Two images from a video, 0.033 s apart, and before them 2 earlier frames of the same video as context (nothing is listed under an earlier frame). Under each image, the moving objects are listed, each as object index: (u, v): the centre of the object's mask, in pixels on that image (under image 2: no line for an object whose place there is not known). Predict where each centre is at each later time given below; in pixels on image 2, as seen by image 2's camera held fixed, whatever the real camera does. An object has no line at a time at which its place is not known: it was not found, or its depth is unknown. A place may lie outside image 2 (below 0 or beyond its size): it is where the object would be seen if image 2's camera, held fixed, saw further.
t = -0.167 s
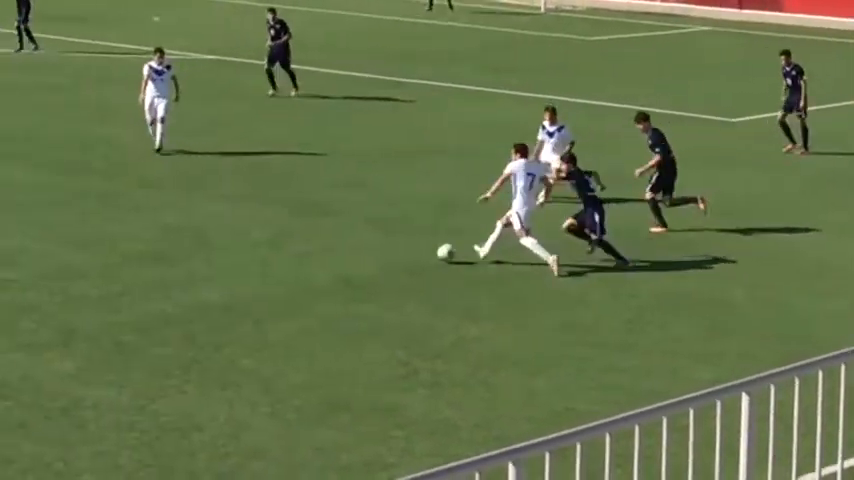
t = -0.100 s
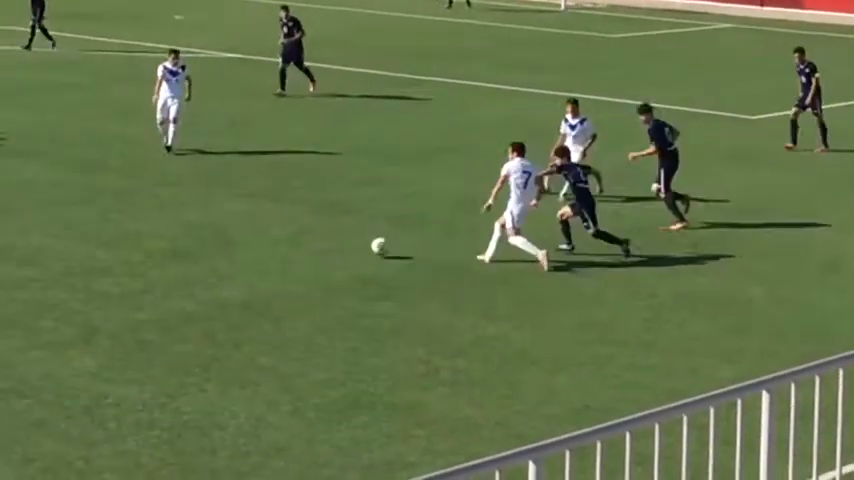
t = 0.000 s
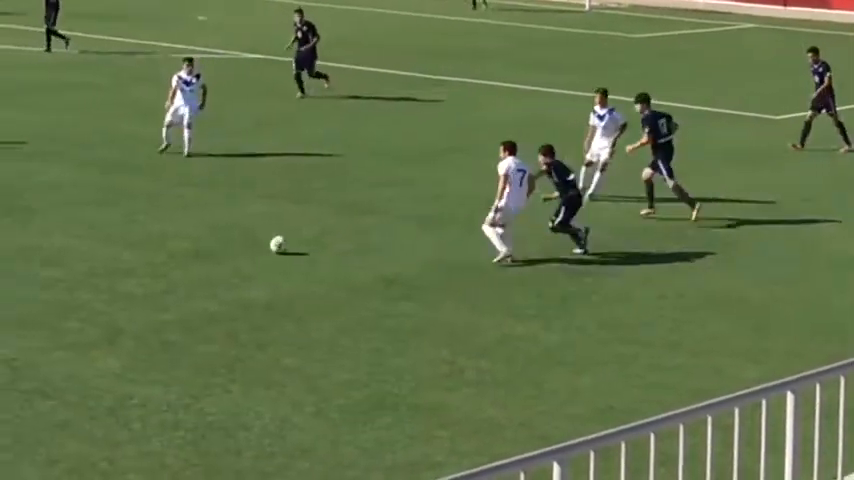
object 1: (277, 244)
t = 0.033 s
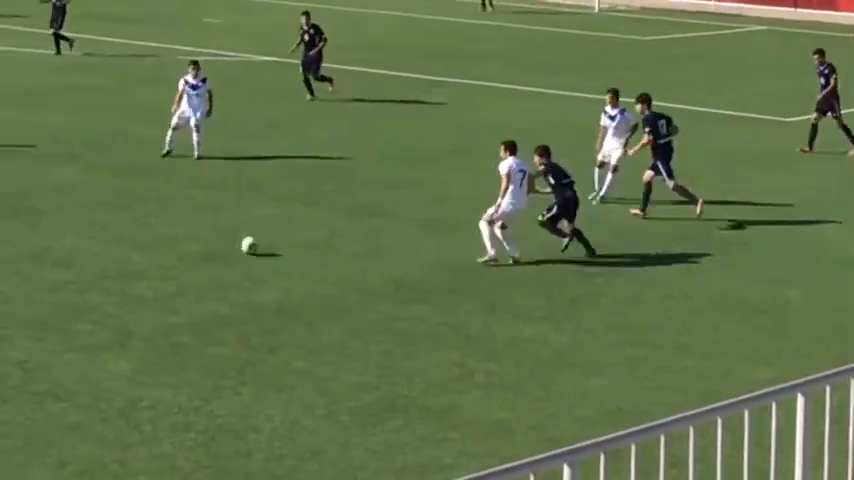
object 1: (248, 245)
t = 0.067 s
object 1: (209, 243)
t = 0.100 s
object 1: (172, 242)
